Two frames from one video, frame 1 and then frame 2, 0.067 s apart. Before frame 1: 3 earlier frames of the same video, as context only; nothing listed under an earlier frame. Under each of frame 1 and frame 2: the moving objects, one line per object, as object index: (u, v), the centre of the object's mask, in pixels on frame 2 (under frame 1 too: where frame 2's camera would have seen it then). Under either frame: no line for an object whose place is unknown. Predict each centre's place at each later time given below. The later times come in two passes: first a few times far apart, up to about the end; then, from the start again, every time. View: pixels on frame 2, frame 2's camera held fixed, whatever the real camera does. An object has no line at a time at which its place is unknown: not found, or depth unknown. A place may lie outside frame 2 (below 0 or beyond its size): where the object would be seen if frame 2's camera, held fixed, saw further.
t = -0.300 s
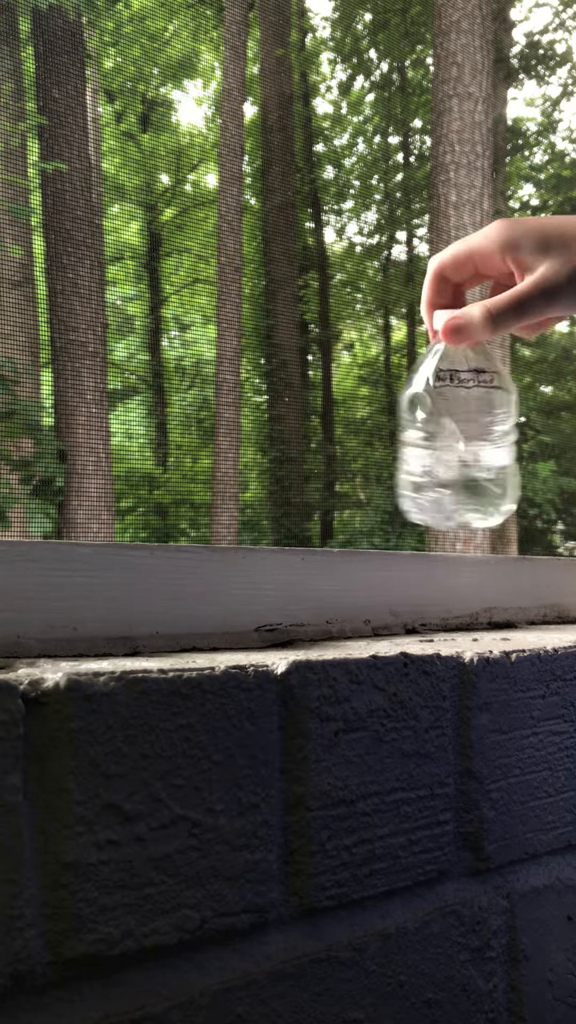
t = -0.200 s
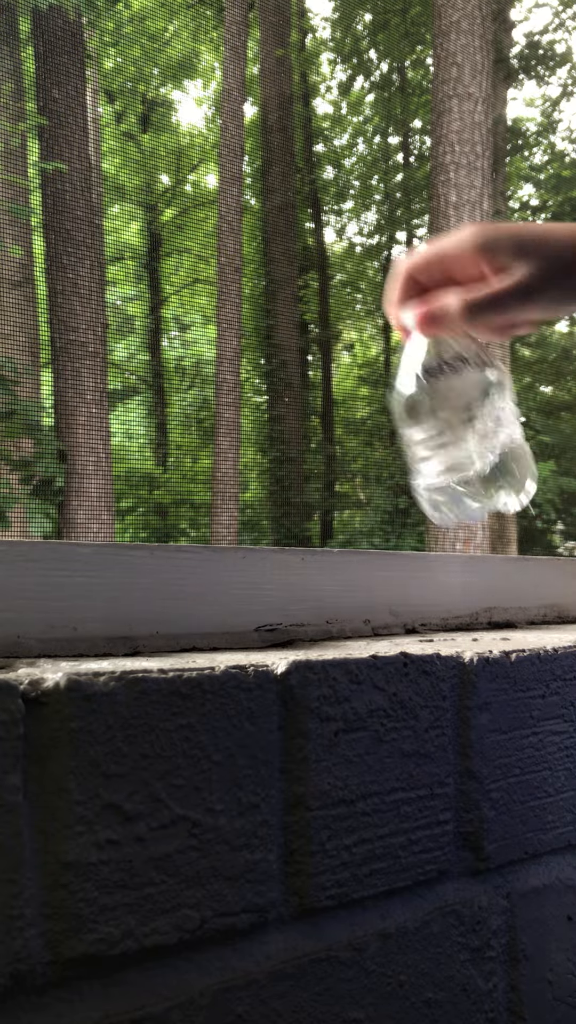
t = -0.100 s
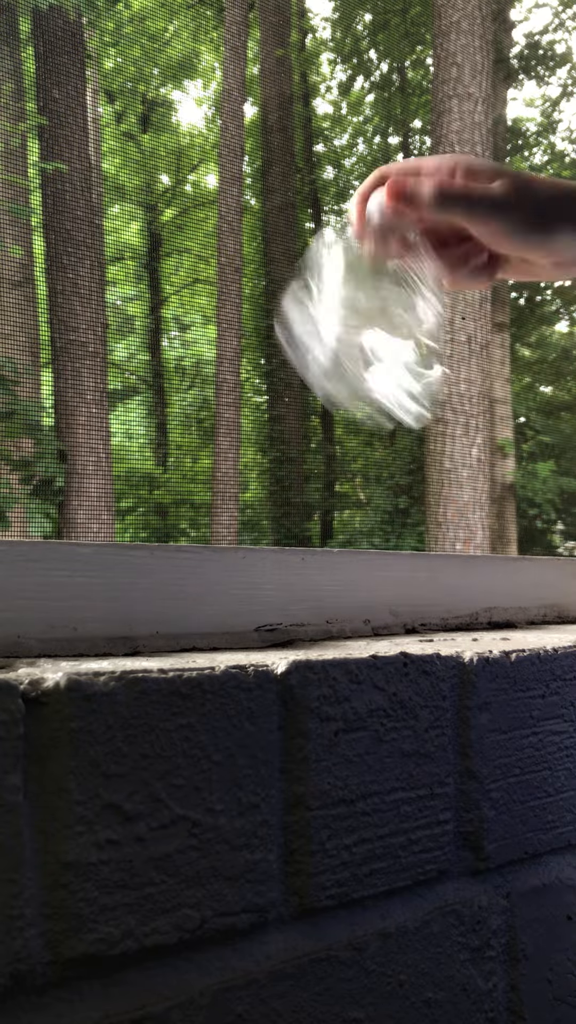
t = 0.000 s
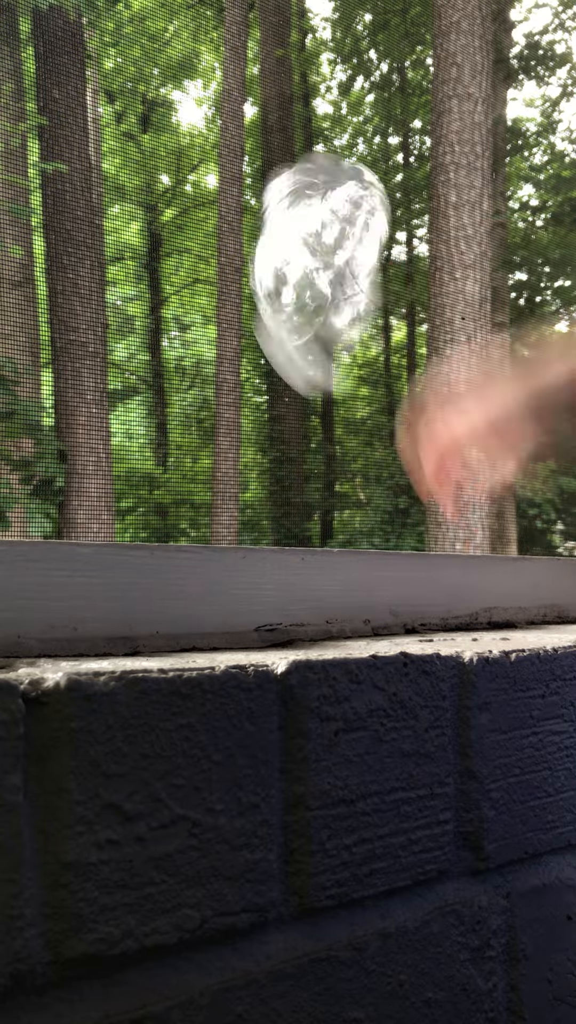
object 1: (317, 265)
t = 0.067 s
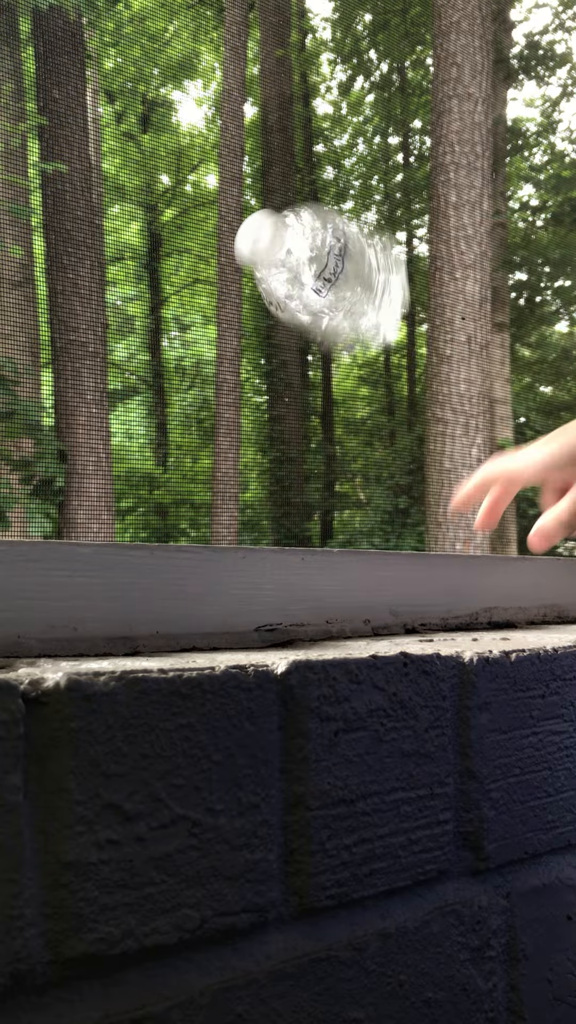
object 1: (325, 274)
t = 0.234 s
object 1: (425, 473)
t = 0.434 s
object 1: (478, 471)
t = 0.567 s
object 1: (477, 471)
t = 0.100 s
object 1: (337, 315)
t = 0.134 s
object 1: (357, 367)
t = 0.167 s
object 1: (379, 426)
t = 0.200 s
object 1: (406, 466)
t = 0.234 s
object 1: (425, 473)
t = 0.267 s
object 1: (444, 473)
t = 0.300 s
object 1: (459, 472)
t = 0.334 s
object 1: (475, 472)
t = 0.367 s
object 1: (483, 470)
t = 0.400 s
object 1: (483, 470)
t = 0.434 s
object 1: (478, 471)
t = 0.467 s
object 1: (477, 471)
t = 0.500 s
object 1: (477, 471)
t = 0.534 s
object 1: (477, 471)
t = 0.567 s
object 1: (477, 471)
